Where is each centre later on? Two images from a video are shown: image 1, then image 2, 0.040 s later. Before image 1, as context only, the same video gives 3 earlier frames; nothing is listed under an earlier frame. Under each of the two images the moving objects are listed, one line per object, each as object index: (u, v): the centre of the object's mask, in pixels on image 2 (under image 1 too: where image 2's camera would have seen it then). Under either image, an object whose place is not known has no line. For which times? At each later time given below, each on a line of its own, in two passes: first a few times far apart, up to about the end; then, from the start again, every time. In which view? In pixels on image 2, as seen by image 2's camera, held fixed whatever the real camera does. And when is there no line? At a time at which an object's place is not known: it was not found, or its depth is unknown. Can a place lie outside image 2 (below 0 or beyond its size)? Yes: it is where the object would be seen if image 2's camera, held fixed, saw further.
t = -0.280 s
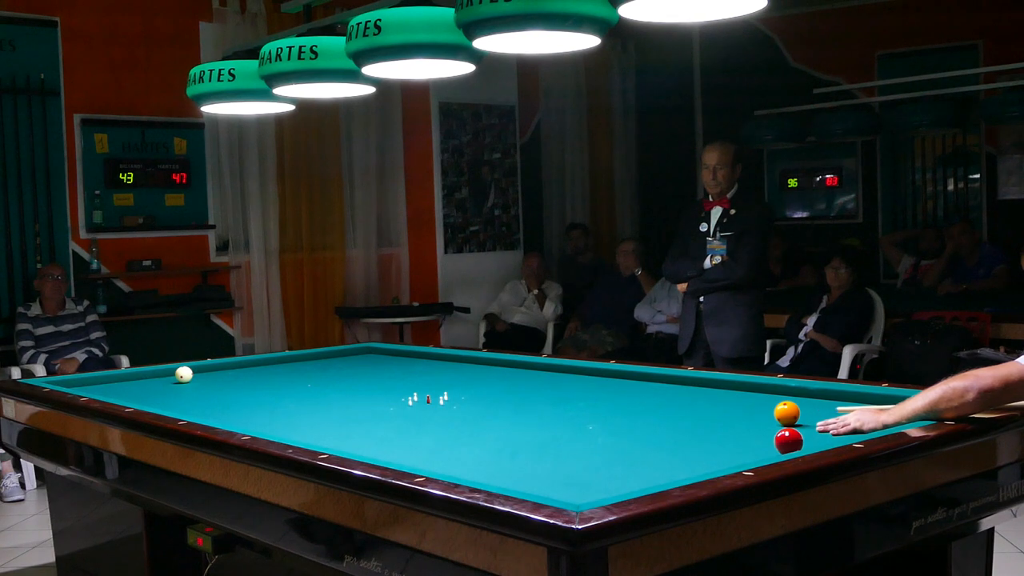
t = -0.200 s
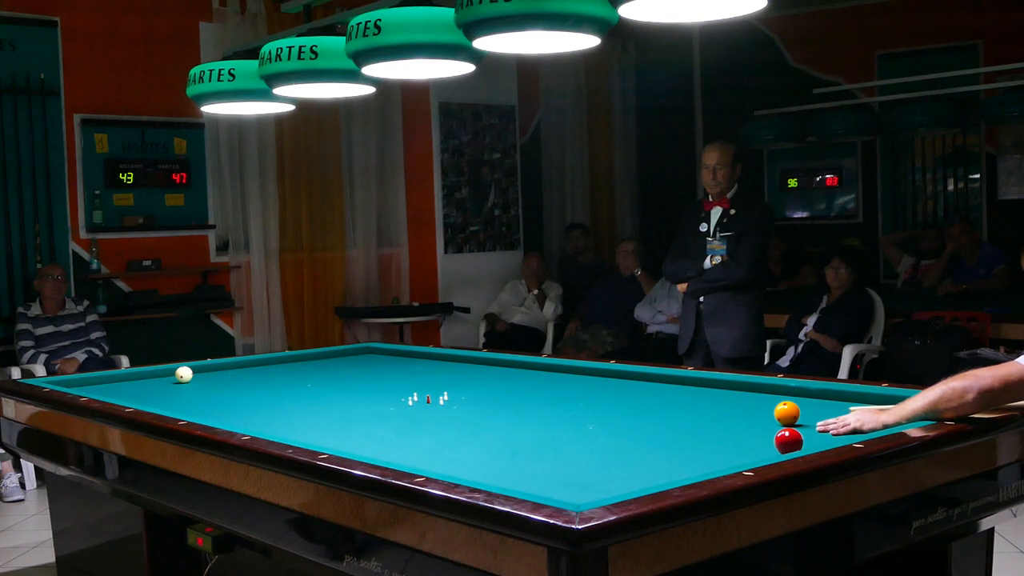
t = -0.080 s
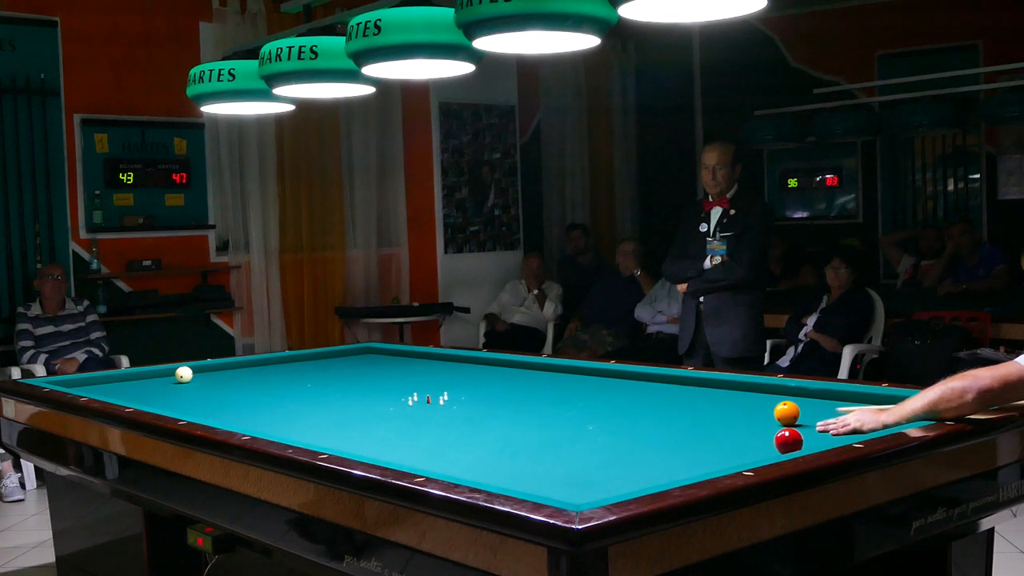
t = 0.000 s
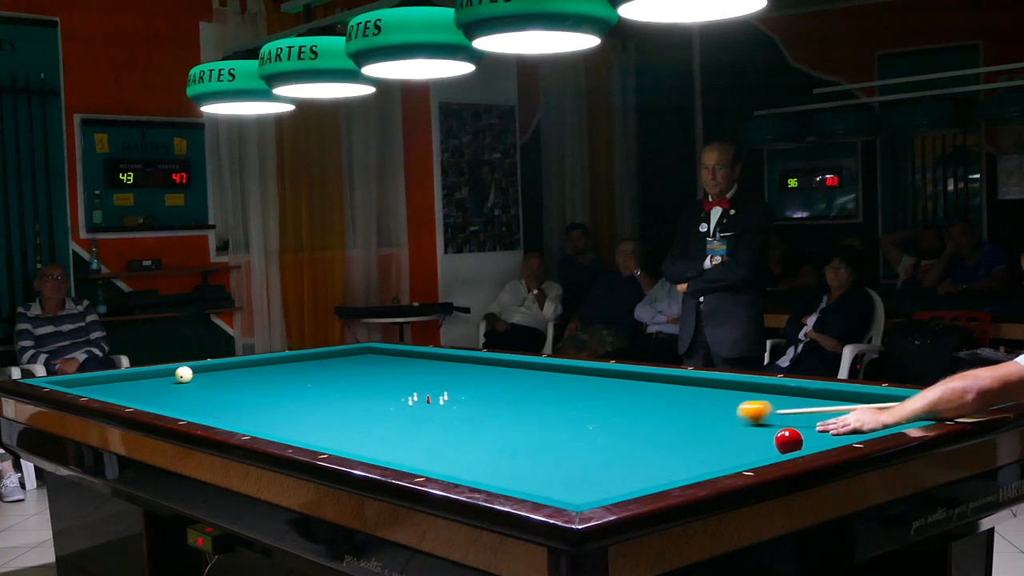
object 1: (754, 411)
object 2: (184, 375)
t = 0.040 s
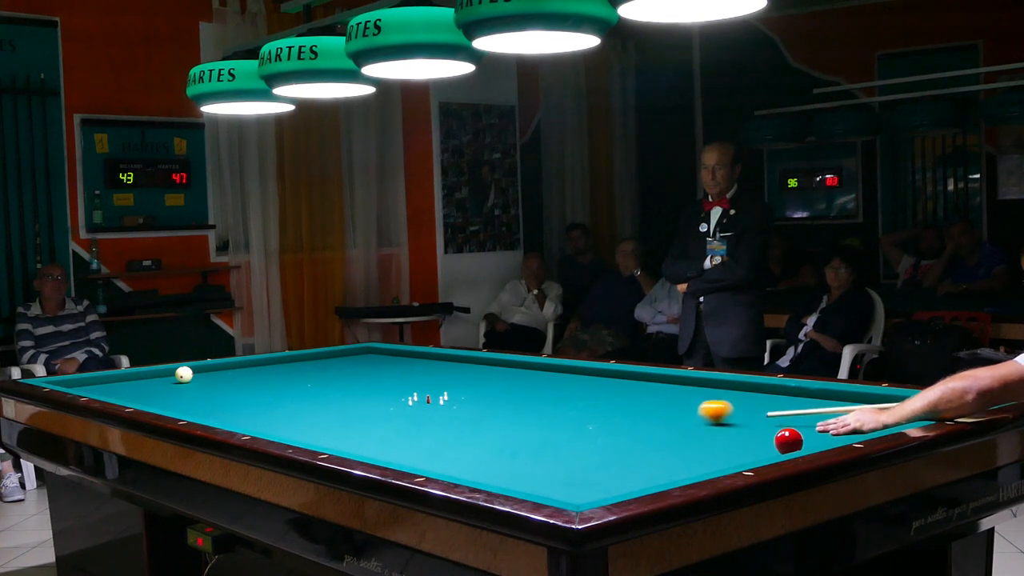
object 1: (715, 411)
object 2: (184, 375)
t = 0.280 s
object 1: (513, 408)
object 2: (184, 375)
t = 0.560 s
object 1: (328, 407)
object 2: (184, 375)
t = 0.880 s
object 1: (147, 402)
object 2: (184, 375)
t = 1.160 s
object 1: (161, 389)
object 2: (184, 375)
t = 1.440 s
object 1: (158, 377)
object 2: (184, 375)
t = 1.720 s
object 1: (170, 372)
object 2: (184, 375)
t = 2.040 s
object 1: (198, 368)
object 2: (197, 378)
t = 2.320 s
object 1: (216, 369)
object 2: (210, 381)
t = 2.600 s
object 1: (232, 369)
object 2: (224, 384)
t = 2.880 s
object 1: (247, 368)
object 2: (237, 388)
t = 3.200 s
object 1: (264, 367)
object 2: (253, 392)
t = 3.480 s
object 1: (276, 366)
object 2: (266, 395)
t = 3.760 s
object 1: (288, 365)
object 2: (280, 399)
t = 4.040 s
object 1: (299, 364)
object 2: (295, 403)
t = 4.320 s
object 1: (309, 363)
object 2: (309, 407)
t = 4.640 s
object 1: (319, 362)
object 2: (327, 411)
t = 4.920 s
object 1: (326, 361)
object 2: (342, 415)
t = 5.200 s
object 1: (333, 361)
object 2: (358, 419)
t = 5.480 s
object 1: (339, 360)
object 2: (374, 423)
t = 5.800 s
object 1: (344, 360)
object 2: (392, 428)
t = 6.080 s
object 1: (348, 359)
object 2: (408, 432)
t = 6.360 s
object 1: (351, 359)
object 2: (424, 436)
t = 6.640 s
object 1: (353, 358)
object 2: (441, 440)
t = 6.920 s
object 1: (354, 358)
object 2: (456, 444)
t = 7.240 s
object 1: (354, 358)
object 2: (474, 449)
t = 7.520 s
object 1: (354, 358)
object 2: (491, 454)
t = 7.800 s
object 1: (354, 358)
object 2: (507, 458)
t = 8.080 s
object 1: (354, 358)
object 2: (523, 461)
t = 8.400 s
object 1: (354, 358)
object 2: (541, 466)
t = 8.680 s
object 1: (354, 358)
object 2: (556, 469)
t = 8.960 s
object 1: (354, 358)
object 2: (571, 473)
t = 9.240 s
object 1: (354, 358)
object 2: (585, 476)
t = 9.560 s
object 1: (354, 358)
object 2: (600, 480)
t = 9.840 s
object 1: (354, 358)
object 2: (613, 482)
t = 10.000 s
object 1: (354, 358)
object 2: (618, 482)
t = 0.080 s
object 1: (677, 410)
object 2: (184, 375)
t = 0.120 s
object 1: (641, 410)
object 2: (184, 375)
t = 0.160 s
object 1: (607, 409)
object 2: (184, 374)
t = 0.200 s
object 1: (575, 409)
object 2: (184, 375)
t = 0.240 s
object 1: (543, 409)
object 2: (184, 374)
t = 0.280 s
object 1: (513, 408)
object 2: (184, 375)
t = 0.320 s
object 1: (485, 408)
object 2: (184, 375)
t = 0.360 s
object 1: (458, 408)
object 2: (184, 375)
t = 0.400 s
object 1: (431, 408)
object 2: (184, 375)
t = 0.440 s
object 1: (404, 408)
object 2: (184, 375)
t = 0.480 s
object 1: (378, 408)
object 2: (184, 375)
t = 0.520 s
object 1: (353, 407)
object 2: (184, 375)
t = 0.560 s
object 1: (328, 407)
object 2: (184, 375)
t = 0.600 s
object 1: (303, 407)
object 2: (184, 374)
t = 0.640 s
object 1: (279, 407)
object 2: (184, 375)
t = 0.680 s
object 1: (255, 406)
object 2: (184, 374)
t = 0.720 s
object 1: (231, 406)
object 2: (184, 375)
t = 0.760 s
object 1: (208, 406)
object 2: (184, 375)
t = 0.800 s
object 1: (185, 405)
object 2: (184, 374)
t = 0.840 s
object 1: (163, 403)
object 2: (184, 375)
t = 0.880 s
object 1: (147, 402)
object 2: (184, 375)
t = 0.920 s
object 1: (151, 400)
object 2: (184, 375)
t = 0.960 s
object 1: (155, 399)
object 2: (184, 375)
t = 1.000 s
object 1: (158, 397)
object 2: (184, 375)
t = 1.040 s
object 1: (160, 395)
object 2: (184, 375)
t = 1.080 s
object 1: (161, 393)
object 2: (184, 375)
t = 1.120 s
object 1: (161, 391)
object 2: (184, 375)
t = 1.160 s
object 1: (161, 389)
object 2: (184, 375)
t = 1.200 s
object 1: (160, 387)
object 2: (184, 375)
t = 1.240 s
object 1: (160, 385)
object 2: (184, 375)
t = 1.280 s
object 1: (160, 383)
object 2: (184, 375)
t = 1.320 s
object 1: (159, 382)
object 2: (184, 375)
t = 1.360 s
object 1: (159, 380)
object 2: (184, 375)
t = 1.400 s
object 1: (158, 379)
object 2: (184, 374)
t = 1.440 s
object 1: (158, 377)
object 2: (184, 375)
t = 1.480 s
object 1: (157, 376)
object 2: (183, 375)
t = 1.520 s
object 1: (157, 374)
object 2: (184, 375)
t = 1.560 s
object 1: (156, 373)
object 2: (184, 375)
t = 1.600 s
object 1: (156, 371)
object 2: (184, 375)
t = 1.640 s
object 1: (161, 371)
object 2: (184, 375)
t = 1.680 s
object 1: (167, 372)
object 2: (184, 375)
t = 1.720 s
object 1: (170, 372)
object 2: (184, 375)
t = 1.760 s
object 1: (174, 371)
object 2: (183, 375)
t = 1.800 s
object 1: (177, 370)
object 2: (185, 375)
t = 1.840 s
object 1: (180, 369)
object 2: (188, 376)
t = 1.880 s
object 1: (184, 369)
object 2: (190, 376)
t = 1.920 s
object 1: (187, 368)
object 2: (191, 376)
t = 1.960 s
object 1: (191, 368)
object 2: (194, 377)
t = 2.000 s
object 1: (194, 367)
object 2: (195, 377)
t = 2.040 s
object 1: (198, 368)
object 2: (197, 378)
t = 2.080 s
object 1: (201, 368)
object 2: (199, 378)
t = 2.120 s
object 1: (203, 368)
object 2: (201, 379)
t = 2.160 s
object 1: (206, 368)
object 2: (203, 379)
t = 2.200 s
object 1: (209, 368)
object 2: (205, 380)
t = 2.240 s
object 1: (211, 368)
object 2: (207, 380)
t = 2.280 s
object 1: (214, 368)
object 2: (208, 380)
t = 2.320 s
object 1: (216, 369)
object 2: (210, 381)
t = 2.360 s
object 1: (219, 369)
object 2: (212, 382)
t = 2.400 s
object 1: (221, 369)
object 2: (214, 382)
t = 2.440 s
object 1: (223, 369)
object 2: (216, 382)
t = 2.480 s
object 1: (226, 369)
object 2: (218, 383)
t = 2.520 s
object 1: (228, 369)
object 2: (220, 383)
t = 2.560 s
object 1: (230, 369)
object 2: (222, 384)
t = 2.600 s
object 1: (232, 369)
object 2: (224, 384)
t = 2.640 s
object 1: (234, 369)
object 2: (226, 385)
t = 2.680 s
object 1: (237, 369)
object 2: (228, 385)
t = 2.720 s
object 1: (239, 368)
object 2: (229, 386)
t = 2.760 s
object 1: (241, 369)
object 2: (231, 386)
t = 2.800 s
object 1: (243, 368)
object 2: (233, 387)
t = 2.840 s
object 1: (245, 368)
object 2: (235, 387)
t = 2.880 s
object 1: (247, 368)
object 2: (237, 388)
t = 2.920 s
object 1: (250, 368)
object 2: (239, 388)
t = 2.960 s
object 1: (252, 368)
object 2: (241, 389)
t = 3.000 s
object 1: (254, 367)
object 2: (243, 389)
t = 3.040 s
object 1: (256, 367)
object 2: (245, 390)
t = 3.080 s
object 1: (258, 367)
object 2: (247, 390)
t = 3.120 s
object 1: (260, 367)
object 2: (249, 391)
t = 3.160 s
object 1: (262, 367)
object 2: (251, 391)
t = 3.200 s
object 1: (264, 367)
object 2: (253, 392)
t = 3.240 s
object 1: (266, 366)
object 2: (254, 392)
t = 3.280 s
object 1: (267, 367)
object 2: (256, 393)
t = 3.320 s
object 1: (269, 366)
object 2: (258, 393)
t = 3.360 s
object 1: (271, 366)
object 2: (260, 394)
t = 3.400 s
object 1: (273, 366)
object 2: (262, 394)
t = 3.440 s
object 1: (275, 365)
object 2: (264, 395)
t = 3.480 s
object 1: (276, 366)
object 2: (266, 395)
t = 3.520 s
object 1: (278, 365)
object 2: (268, 396)
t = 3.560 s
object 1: (280, 365)
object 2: (270, 396)
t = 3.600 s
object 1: (282, 365)
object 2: (272, 397)
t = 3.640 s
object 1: (283, 365)
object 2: (274, 398)
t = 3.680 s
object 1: (285, 365)
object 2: (276, 398)
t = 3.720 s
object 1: (287, 365)
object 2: (278, 399)
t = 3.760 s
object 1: (288, 365)
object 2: (280, 399)
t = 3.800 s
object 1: (290, 364)
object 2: (282, 400)
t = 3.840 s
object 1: (291, 364)
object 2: (284, 400)
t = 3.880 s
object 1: (293, 364)
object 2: (287, 401)
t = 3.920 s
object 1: (295, 364)
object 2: (288, 401)
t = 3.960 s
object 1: (296, 364)
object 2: (291, 402)
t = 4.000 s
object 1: (298, 364)
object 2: (293, 402)
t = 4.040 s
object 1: (299, 364)
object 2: (295, 403)
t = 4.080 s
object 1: (300, 363)
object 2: (297, 403)
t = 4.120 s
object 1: (302, 363)
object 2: (299, 404)
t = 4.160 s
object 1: (303, 363)
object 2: (301, 404)
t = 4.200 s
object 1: (305, 363)
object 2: (303, 405)
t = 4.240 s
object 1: (306, 363)
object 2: (305, 406)
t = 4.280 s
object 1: (307, 363)
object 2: (307, 406)
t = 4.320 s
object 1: (309, 363)
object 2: (309, 407)
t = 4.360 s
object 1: (310, 363)
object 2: (312, 407)
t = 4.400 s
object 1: (312, 362)
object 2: (314, 408)
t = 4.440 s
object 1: (312, 362)
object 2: (316, 408)
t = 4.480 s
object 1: (314, 362)
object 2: (318, 409)
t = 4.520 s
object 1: (315, 362)
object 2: (320, 409)
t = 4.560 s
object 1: (316, 362)
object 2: (322, 410)
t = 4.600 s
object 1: (317, 362)
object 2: (325, 410)
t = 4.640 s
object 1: (319, 362)
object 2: (327, 411)
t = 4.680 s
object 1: (320, 362)
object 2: (329, 412)
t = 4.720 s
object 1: (321, 362)
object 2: (331, 412)
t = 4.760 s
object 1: (322, 361)
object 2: (333, 413)
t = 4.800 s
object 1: (323, 361)
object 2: (336, 413)
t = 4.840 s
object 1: (324, 362)
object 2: (338, 414)
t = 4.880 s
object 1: (325, 361)
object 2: (340, 414)
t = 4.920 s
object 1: (326, 361)
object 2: (342, 415)
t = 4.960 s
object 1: (327, 361)
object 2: (345, 416)
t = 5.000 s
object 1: (328, 361)
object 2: (347, 416)
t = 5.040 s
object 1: (329, 361)
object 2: (349, 417)
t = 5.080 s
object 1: (330, 361)
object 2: (351, 418)
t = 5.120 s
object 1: (331, 361)
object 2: (354, 418)
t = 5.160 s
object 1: (332, 361)
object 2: (356, 418)
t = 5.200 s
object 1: (333, 361)
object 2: (358, 419)
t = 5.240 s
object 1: (334, 361)
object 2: (360, 420)
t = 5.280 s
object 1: (335, 360)
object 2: (362, 420)
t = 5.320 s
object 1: (336, 361)
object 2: (365, 421)
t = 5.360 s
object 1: (336, 360)
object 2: (367, 422)
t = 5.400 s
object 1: (337, 360)
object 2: (369, 422)
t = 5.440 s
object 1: (338, 360)
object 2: (371, 422)
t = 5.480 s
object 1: (339, 360)
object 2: (374, 423)
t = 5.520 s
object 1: (339, 360)
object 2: (376, 424)
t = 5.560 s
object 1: (340, 360)
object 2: (378, 424)
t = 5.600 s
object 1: (341, 360)
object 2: (381, 425)
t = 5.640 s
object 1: (342, 360)
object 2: (383, 425)
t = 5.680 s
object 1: (342, 360)
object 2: (385, 426)
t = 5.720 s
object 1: (343, 360)
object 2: (387, 427)
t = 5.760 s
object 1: (343, 360)
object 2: (389, 427)
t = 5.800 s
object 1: (344, 360)
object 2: (392, 428)
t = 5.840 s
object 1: (345, 360)
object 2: (394, 428)
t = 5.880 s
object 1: (346, 359)
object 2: (396, 429)
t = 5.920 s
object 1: (346, 359)
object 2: (399, 430)
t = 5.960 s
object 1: (346, 359)
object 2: (401, 430)
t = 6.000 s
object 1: (347, 359)
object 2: (403, 431)
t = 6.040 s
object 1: (347, 359)
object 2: (405, 431)
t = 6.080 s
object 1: (348, 359)
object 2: (408, 432)
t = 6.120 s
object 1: (348, 359)
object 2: (410, 432)
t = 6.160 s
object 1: (349, 359)
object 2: (413, 433)
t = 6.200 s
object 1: (349, 359)
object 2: (415, 433)
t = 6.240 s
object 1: (350, 359)
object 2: (417, 434)
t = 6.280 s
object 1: (350, 359)
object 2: (419, 434)
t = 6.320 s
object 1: (350, 359)
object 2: (422, 435)
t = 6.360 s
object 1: (351, 359)
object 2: (424, 436)
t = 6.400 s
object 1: (352, 359)
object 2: (427, 436)
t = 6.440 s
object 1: (352, 359)
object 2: (429, 437)
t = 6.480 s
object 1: (352, 359)
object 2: (431, 438)
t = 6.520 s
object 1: (352, 359)
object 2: (433, 438)
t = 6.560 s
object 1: (353, 358)
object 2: (436, 439)
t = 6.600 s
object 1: (353, 358)
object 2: (438, 439)
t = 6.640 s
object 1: (353, 358)
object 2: (441, 440)
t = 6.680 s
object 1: (353, 358)
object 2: (442, 441)
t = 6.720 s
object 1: (354, 358)
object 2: (445, 441)
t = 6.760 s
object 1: (354, 358)
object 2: (447, 442)
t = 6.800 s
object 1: (354, 358)
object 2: (450, 442)
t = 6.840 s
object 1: (354, 358)
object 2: (452, 443)
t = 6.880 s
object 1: (354, 358)
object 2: (454, 444)
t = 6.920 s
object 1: (354, 358)
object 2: (456, 444)
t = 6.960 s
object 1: (354, 358)
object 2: (459, 445)
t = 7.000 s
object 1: (354, 358)
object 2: (461, 445)
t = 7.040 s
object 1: (354, 358)
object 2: (463, 446)
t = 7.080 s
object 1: (354, 358)
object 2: (465, 447)
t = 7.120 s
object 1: (354, 358)
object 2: (468, 447)
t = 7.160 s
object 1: (354, 358)
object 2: (470, 448)
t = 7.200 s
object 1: (354, 358)
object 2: (473, 448)
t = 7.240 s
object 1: (354, 358)
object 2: (474, 449)
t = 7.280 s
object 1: (354, 358)
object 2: (477, 450)
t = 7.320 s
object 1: (354, 358)
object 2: (479, 450)
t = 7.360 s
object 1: (354, 358)
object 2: (482, 451)
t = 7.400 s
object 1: (354, 358)
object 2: (484, 452)
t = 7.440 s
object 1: (354, 358)
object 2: (486, 452)
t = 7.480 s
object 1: (354, 358)
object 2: (488, 453)
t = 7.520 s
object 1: (354, 358)
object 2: (491, 454)
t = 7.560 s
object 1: (354, 358)
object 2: (493, 454)
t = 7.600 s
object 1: (354, 358)
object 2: (495, 454)
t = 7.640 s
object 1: (354, 358)
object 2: (497, 455)
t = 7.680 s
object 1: (354, 358)
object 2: (500, 456)
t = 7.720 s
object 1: (354, 358)
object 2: (503, 456)
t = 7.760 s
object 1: (354, 358)
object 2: (504, 457)
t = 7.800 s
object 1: (354, 358)
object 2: (507, 458)
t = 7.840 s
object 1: (354, 358)
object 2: (509, 458)
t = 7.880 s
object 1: (354, 358)
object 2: (512, 459)
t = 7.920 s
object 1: (354, 358)
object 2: (514, 459)
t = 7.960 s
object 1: (354, 358)
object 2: (516, 460)
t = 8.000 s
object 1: (354, 358)
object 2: (518, 460)
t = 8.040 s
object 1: (354, 358)
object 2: (521, 461)
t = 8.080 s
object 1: (354, 358)
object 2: (523, 461)
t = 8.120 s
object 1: (354, 358)
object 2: (525, 462)
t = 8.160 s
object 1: (354, 358)
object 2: (527, 462)
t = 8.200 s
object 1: (354, 358)
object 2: (529, 463)
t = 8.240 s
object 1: (354, 358)
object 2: (532, 464)
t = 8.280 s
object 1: (354, 358)
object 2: (534, 464)
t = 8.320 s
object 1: (354, 358)
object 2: (537, 465)
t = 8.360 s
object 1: (354, 358)
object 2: (539, 465)
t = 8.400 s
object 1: (354, 358)
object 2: (541, 466)
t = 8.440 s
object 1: (354, 358)
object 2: (543, 466)
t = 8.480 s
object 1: (354, 358)
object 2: (546, 466)
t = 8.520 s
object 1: (354, 358)
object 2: (548, 467)
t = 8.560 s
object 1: (354, 358)
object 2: (549, 468)
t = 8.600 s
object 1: (354, 358)
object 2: (552, 468)
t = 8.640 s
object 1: (354, 358)
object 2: (554, 469)
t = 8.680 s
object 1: (354, 358)
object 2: (556, 469)
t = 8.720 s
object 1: (354, 358)
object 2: (558, 470)
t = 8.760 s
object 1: (354, 358)
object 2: (560, 470)
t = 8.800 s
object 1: (354, 358)
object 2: (562, 471)
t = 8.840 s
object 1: (354, 358)
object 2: (565, 472)
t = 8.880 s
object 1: (354, 358)
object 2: (567, 472)
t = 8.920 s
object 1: (354, 358)
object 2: (569, 472)
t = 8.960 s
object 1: (354, 358)
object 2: (571, 473)
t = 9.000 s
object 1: (354, 358)
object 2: (573, 473)
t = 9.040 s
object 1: (354, 358)
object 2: (575, 474)
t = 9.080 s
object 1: (354, 358)
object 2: (577, 474)
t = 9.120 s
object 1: (354, 358)
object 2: (579, 475)
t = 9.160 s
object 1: (354, 358)
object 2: (581, 475)
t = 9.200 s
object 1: (354, 358)
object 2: (584, 476)
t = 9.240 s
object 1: (354, 358)
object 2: (585, 476)
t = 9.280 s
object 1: (354, 358)
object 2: (587, 477)
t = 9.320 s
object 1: (354, 358)
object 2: (589, 477)
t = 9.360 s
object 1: (354, 358)
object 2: (591, 478)
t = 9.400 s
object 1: (354, 358)
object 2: (593, 478)
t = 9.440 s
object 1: (354, 358)
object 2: (596, 479)
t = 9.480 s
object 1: (354, 358)
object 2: (598, 479)
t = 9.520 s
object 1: (354, 358)
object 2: (599, 480)
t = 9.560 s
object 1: (354, 358)
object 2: (600, 480)
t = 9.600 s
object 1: (354, 358)
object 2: (602, 481)
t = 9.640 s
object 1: (354, 358)
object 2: (604, 481)
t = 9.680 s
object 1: (354, 358)
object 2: (606, 481)
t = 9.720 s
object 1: (354, 358)
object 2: (607, 481)
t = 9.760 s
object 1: (354, 358)
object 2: (609, 481)
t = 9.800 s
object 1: (354, 358)
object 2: (611, 481)
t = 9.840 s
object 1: (354, 358)
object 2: (613, 482)
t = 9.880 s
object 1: (354, 358)
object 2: (614, 482)
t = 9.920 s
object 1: (354, 358)
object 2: (615, 482)
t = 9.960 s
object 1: (354, 358)
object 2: (617, 482)
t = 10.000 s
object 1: (354, 358)
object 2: (618, 482)
